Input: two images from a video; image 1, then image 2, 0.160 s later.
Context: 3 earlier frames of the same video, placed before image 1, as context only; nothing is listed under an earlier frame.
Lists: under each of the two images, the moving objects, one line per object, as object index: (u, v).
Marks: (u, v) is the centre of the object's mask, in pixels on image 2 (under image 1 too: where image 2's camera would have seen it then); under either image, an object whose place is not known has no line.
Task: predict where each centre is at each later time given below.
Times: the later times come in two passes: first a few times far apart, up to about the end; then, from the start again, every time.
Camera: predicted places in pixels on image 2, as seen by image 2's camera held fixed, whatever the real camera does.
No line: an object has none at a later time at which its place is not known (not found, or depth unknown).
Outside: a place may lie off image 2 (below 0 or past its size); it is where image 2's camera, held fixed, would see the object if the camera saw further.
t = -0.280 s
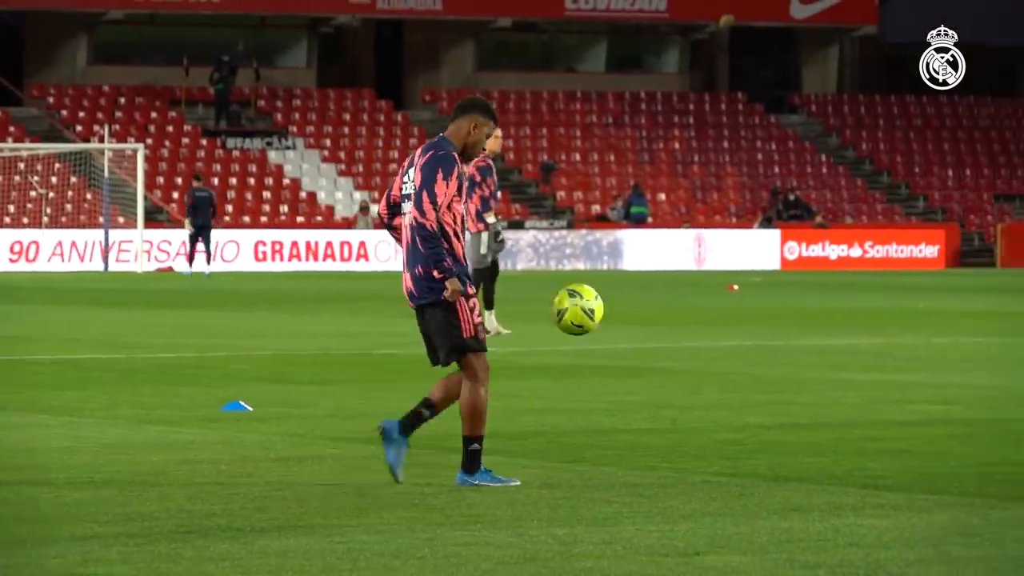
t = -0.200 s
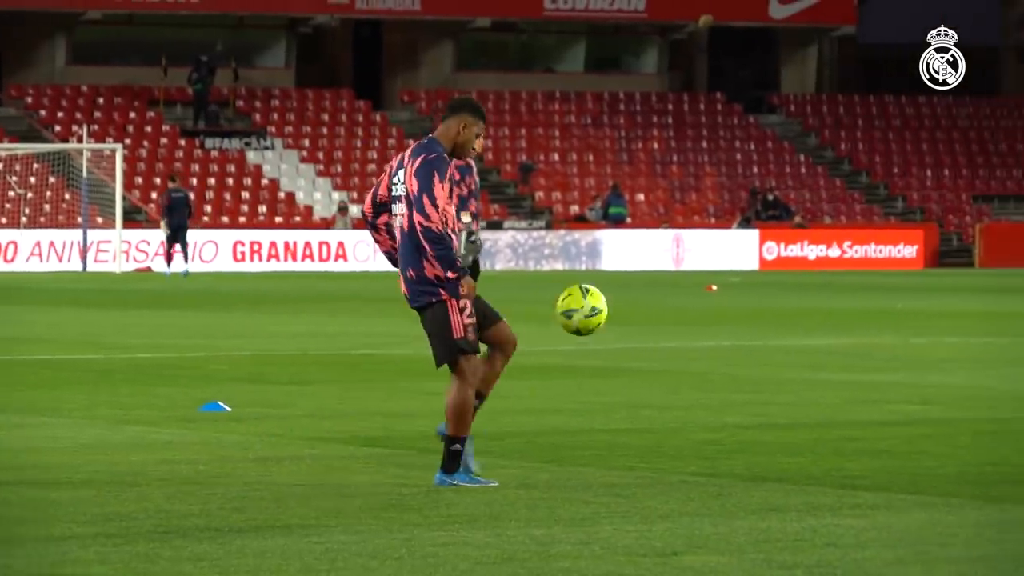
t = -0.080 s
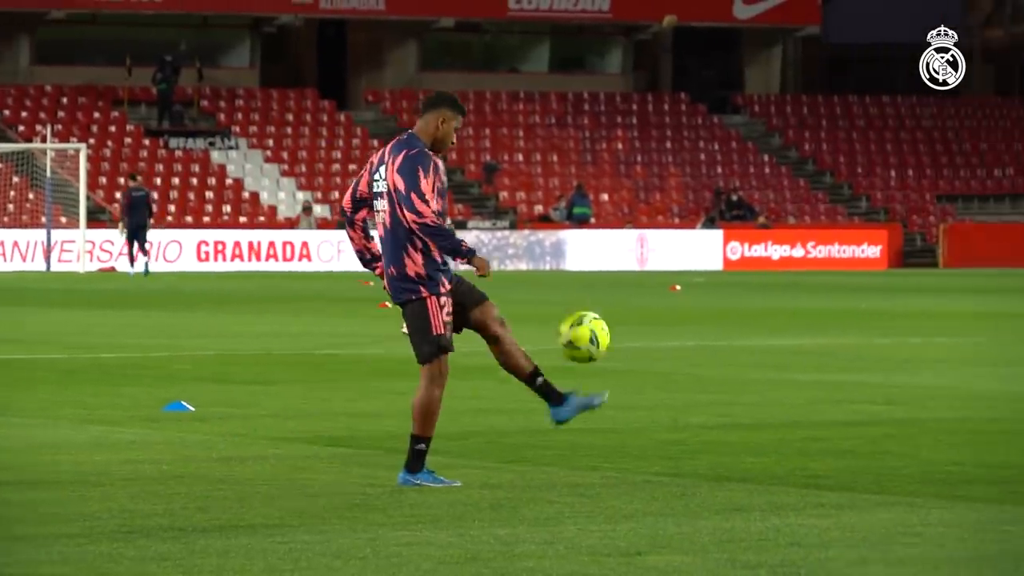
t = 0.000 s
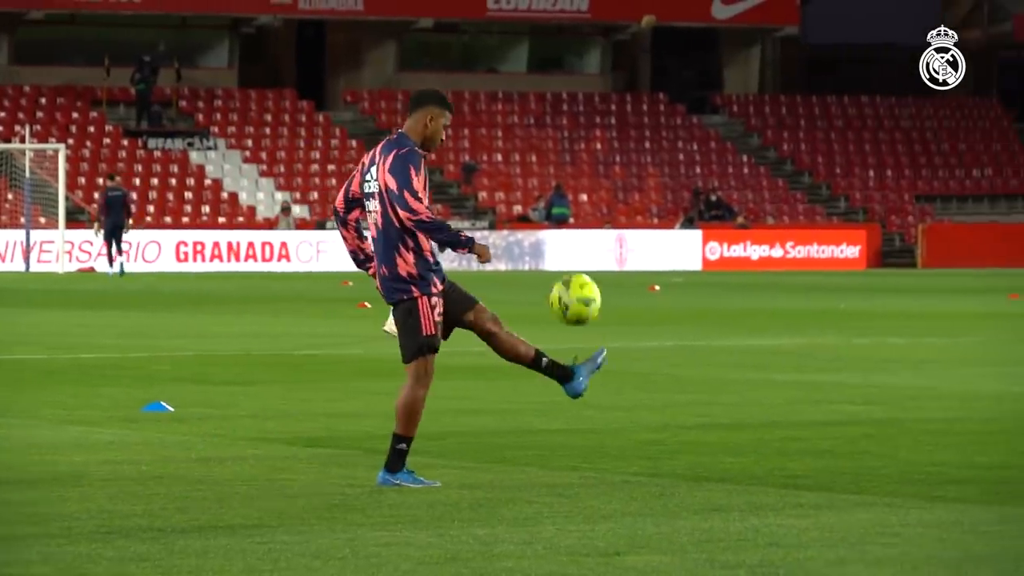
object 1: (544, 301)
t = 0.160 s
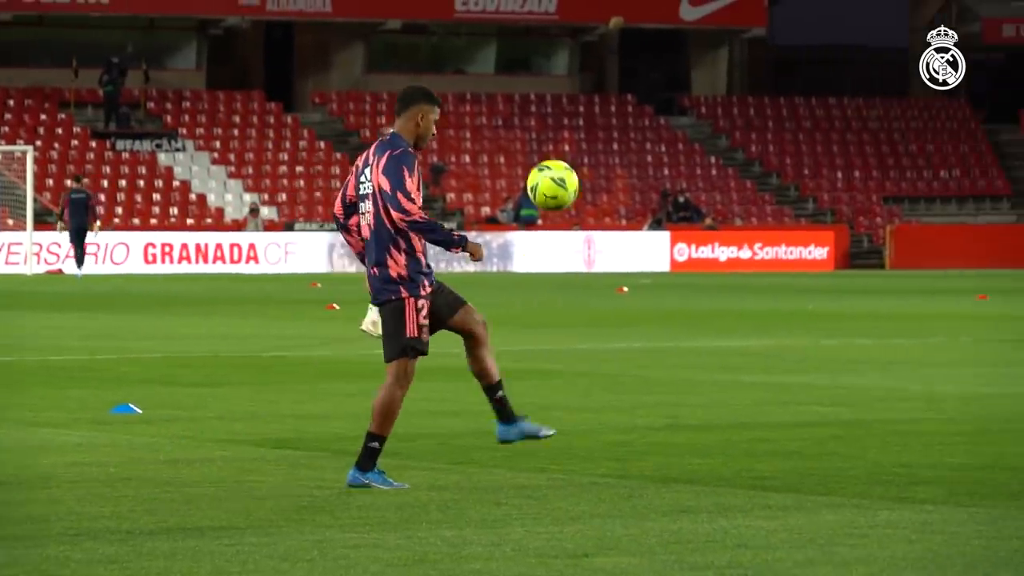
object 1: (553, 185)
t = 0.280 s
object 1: (559, 137)
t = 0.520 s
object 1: (571, 136)
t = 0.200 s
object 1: (555, 165)
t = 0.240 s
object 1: (557, 149)
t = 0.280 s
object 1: (559, 137)
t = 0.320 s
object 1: (561, 128)
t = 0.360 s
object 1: (563, 122)
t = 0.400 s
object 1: (565, 120)
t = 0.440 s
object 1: (567, 122)
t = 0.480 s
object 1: (569, 127)
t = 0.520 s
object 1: (571, 136)
